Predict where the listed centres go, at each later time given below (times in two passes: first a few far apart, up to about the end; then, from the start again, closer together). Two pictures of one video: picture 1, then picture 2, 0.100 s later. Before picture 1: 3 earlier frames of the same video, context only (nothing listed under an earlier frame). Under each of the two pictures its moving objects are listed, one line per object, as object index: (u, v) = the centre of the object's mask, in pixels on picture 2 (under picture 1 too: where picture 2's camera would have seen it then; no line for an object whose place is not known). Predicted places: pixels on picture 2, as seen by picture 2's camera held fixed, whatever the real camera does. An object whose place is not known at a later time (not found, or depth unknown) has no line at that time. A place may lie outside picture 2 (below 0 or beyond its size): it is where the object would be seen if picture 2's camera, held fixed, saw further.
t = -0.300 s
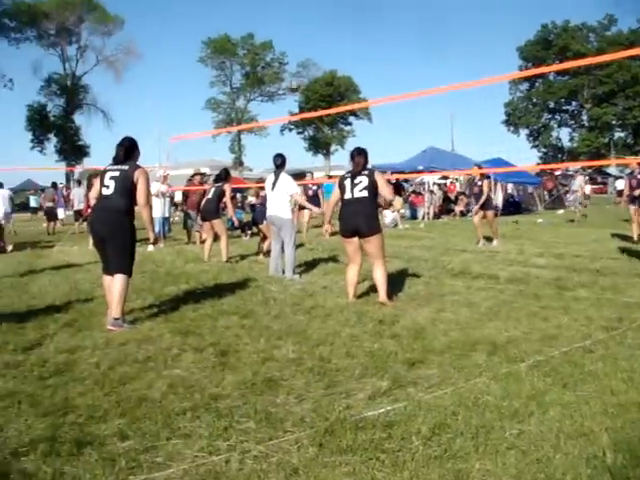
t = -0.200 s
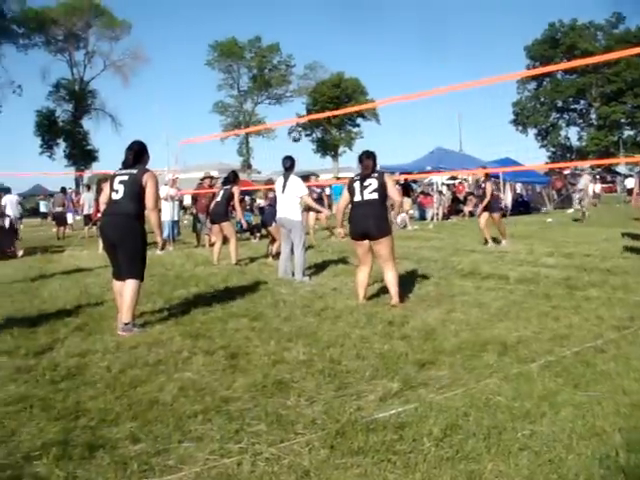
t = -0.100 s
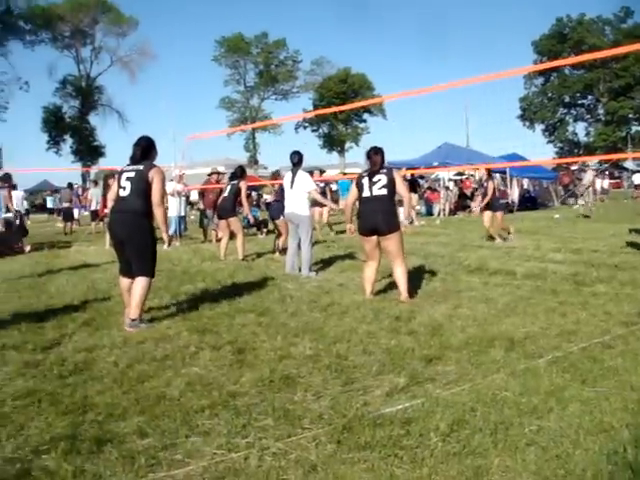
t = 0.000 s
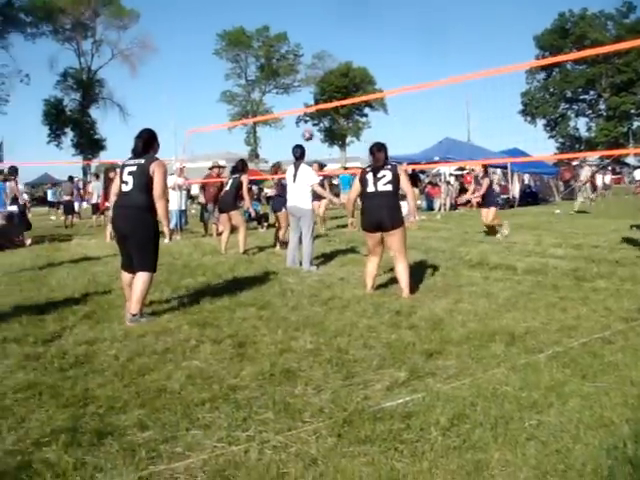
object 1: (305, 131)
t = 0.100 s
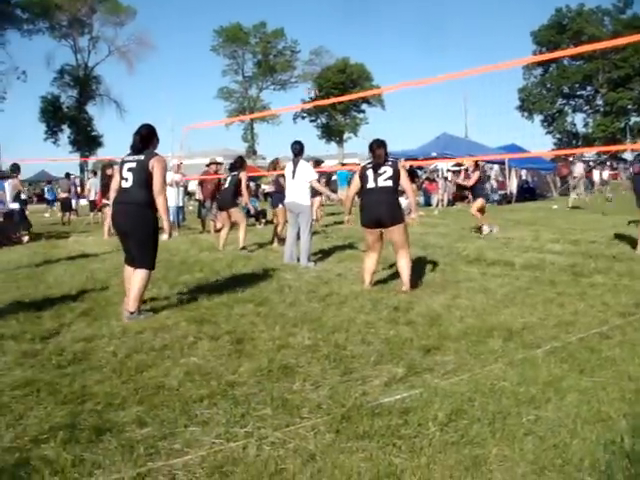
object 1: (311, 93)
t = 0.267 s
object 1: (328, 49)
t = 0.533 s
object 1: (351, 10)
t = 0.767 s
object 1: (372, 9)
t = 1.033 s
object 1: (395, 45)
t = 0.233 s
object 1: (324, 56)
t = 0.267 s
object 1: (328, 49)
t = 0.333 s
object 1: (333, 34)
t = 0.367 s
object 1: (336, 29)
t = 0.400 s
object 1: (340, 23)
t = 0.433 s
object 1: (343, 19)
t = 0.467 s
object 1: (345, 15)
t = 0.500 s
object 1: (348, 12)
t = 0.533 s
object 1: (351, 10)
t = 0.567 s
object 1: (355, 8)
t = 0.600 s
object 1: (358, 6)
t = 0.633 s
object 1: (361, 6)
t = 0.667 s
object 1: (364, 6)
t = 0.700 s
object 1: (366, 7)
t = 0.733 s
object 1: (369, 7)
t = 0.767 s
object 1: (372, 9)
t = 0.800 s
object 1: (375, 11)
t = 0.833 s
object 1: (378, 14)
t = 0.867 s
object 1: (381, 17)
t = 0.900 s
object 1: (384, 22)
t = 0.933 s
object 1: (387, 27)
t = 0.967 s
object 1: (389, 32)
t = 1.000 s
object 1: (393, 38)
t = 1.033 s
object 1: (395, 45)
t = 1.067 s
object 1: (398, 53)
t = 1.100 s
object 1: (401, 61)
